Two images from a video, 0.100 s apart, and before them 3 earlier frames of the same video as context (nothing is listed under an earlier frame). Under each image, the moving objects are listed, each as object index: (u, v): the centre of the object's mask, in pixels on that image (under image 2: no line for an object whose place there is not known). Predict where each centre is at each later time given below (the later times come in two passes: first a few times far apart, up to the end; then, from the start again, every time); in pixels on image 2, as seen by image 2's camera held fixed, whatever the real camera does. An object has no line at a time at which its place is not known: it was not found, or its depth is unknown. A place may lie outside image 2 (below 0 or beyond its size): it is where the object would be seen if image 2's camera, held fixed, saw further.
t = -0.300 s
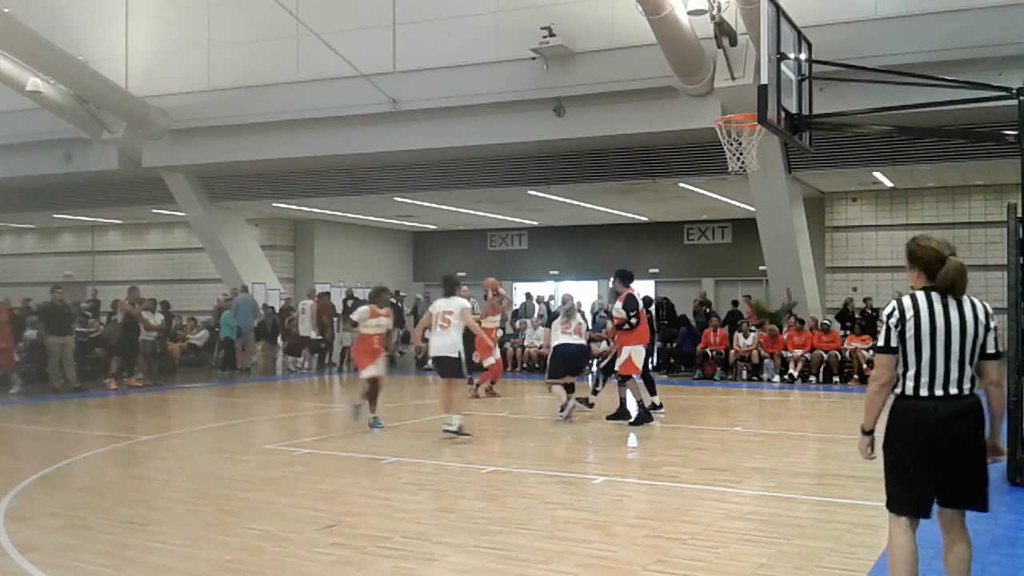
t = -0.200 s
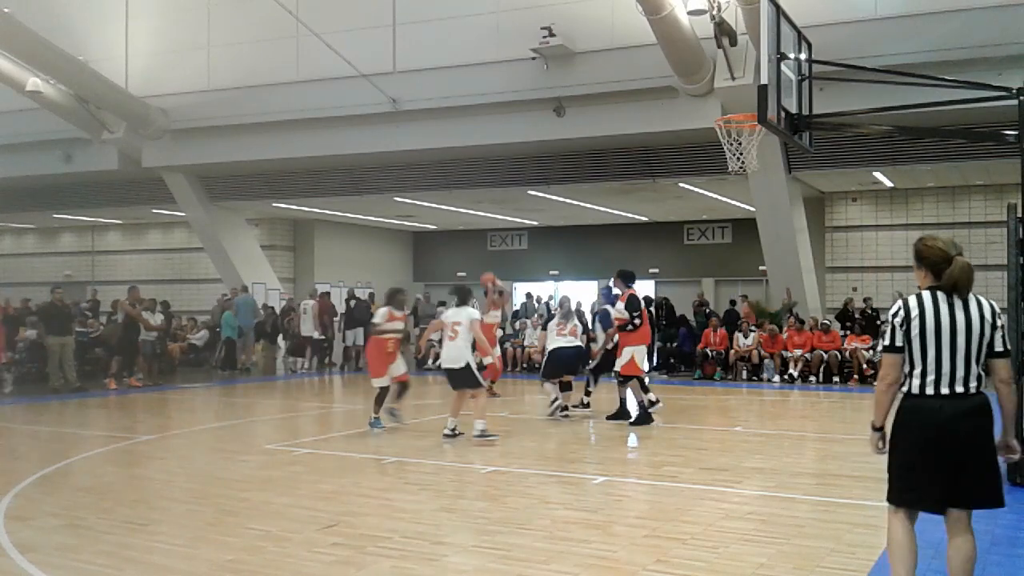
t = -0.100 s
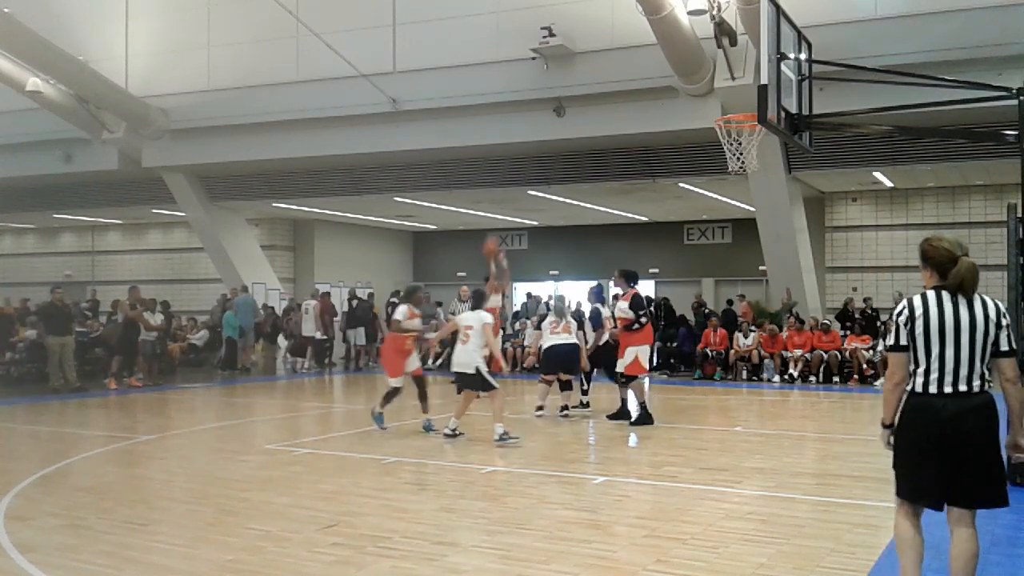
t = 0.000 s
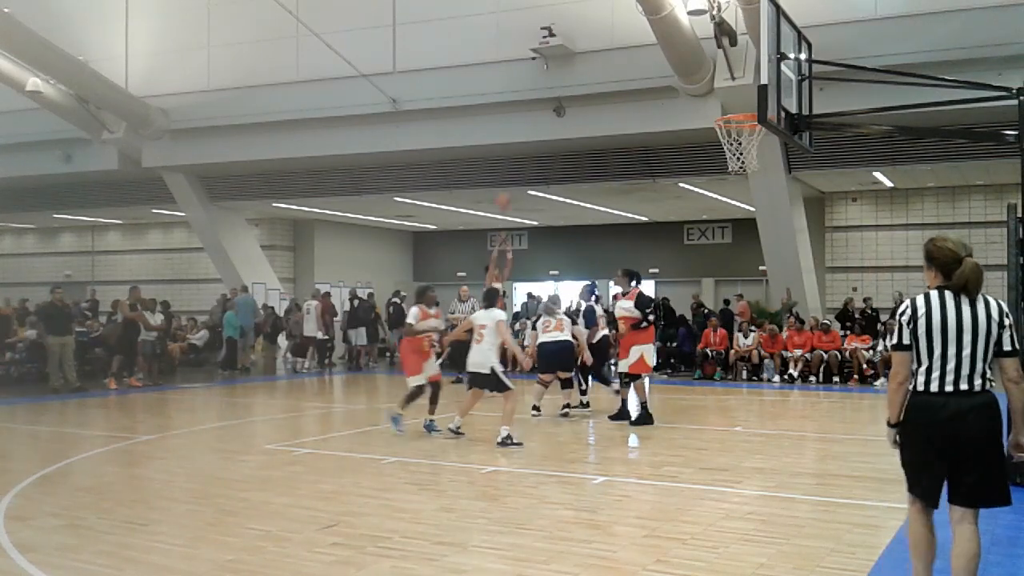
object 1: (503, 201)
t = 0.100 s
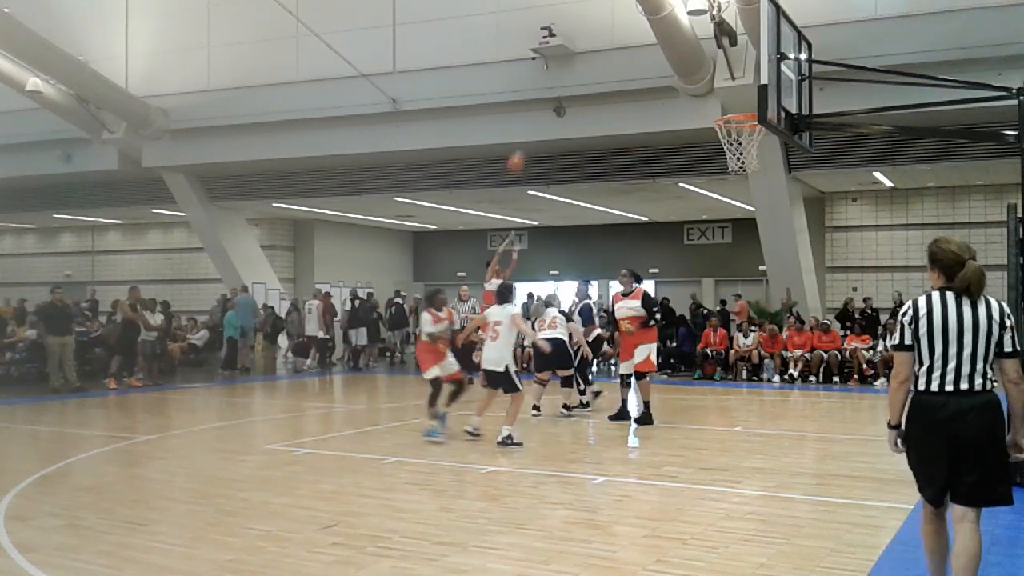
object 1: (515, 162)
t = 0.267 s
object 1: (541, 106)
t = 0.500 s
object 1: (581, 52)
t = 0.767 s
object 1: (637, 33)
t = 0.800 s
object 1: (645, 36)
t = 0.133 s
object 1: (520, 151)
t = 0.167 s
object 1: (526, 139)
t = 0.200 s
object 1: (531, 127)
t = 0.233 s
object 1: (536, 115)
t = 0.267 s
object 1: (541, 106)
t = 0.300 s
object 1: (545, 96)
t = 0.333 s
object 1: (552, 87)
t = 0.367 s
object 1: (557, 78)
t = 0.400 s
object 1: (564, 70)
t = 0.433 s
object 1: (569, 63)
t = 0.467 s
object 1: (575, 58)
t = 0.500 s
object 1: (581, 52)
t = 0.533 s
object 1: (587, 47)
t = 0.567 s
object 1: (594, 43)
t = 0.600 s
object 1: (601, 38)
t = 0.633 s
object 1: (608, 35)
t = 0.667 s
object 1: (615, 33)
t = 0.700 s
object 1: (622, 33)
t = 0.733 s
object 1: (630, 33)
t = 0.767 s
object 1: (637, 33)
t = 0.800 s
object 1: (645, 36)
